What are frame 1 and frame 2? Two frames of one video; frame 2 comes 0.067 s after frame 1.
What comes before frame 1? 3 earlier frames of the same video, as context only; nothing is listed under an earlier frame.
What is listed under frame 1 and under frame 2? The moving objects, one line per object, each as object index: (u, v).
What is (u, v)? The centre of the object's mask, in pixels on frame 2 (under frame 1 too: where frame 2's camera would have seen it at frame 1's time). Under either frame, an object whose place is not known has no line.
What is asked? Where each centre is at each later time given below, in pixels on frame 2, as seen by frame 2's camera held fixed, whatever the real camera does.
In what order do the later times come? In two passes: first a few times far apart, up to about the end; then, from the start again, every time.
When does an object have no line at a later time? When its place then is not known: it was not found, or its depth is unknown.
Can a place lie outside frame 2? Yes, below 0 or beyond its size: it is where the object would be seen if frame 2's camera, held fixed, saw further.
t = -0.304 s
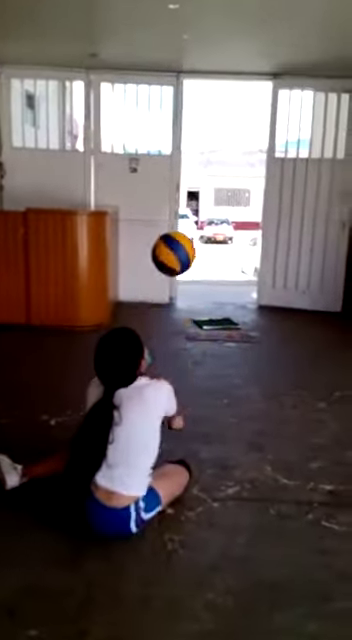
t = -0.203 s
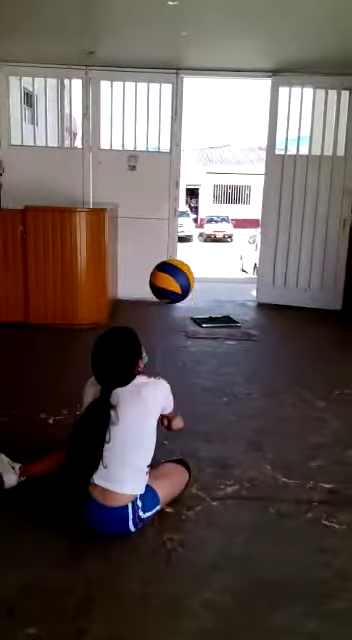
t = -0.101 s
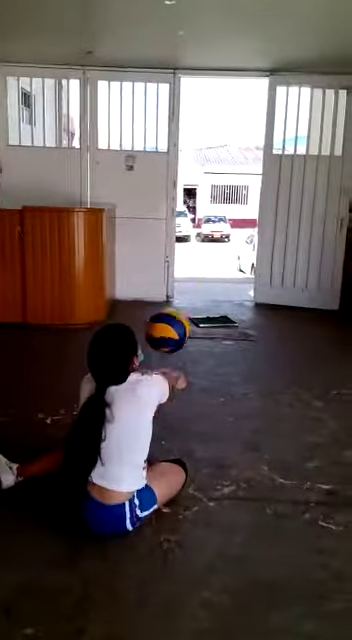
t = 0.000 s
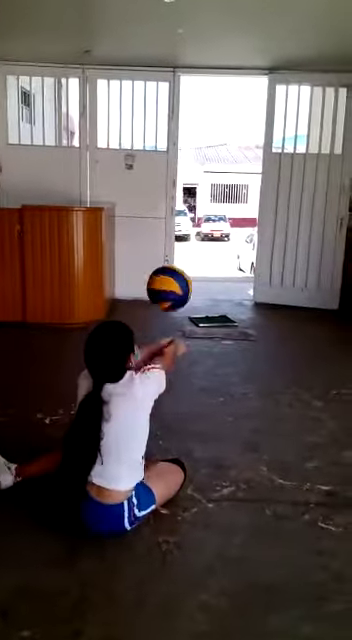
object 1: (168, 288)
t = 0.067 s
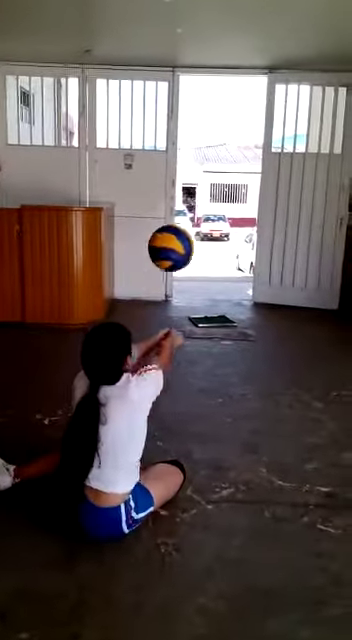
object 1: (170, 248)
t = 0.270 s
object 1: (178, 184)
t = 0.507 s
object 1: (183, 226)
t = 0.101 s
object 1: (171, 231)
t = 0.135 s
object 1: (173, 217)
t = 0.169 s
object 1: (174, 205)
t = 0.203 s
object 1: (175, 195)
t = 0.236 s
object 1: (177, 188)
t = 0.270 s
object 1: (178, 184)
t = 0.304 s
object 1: (179, 183)
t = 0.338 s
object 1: (180, 184)
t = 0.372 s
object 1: (180, 186)
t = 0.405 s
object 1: (181, 192)
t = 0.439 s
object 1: (182, 201)
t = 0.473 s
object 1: (182, 213)
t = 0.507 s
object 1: (183, 226)
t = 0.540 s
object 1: (183, 243)
